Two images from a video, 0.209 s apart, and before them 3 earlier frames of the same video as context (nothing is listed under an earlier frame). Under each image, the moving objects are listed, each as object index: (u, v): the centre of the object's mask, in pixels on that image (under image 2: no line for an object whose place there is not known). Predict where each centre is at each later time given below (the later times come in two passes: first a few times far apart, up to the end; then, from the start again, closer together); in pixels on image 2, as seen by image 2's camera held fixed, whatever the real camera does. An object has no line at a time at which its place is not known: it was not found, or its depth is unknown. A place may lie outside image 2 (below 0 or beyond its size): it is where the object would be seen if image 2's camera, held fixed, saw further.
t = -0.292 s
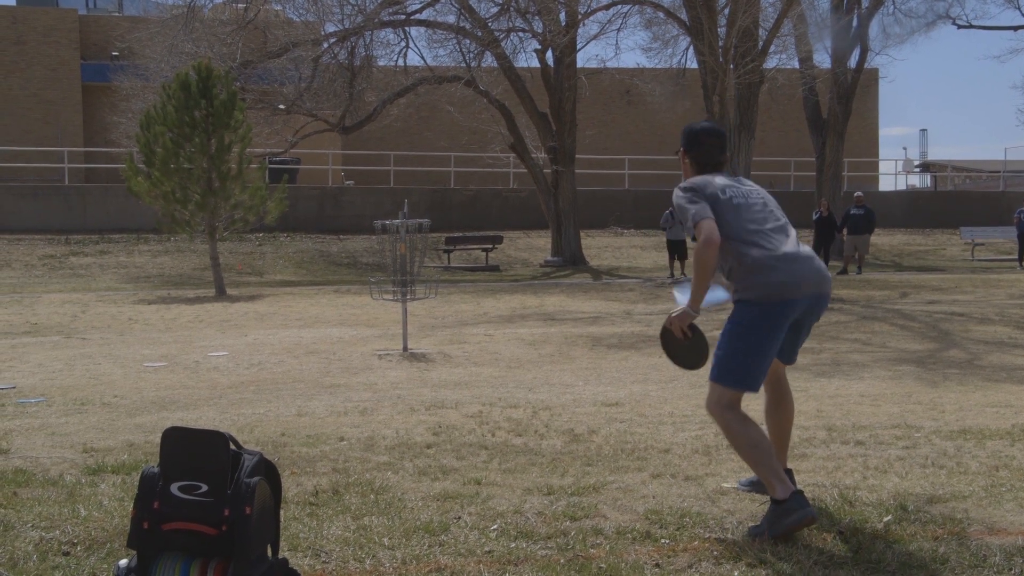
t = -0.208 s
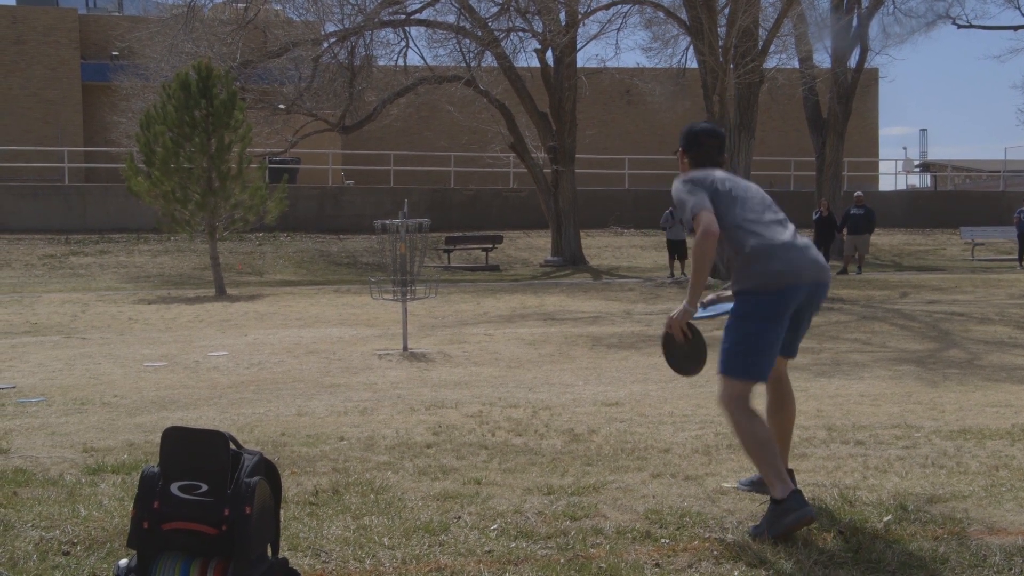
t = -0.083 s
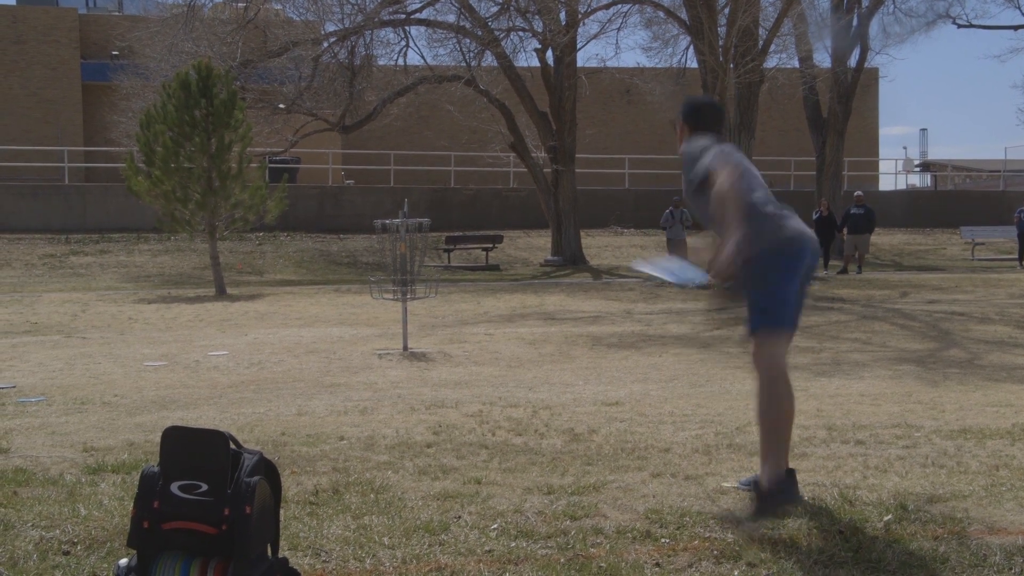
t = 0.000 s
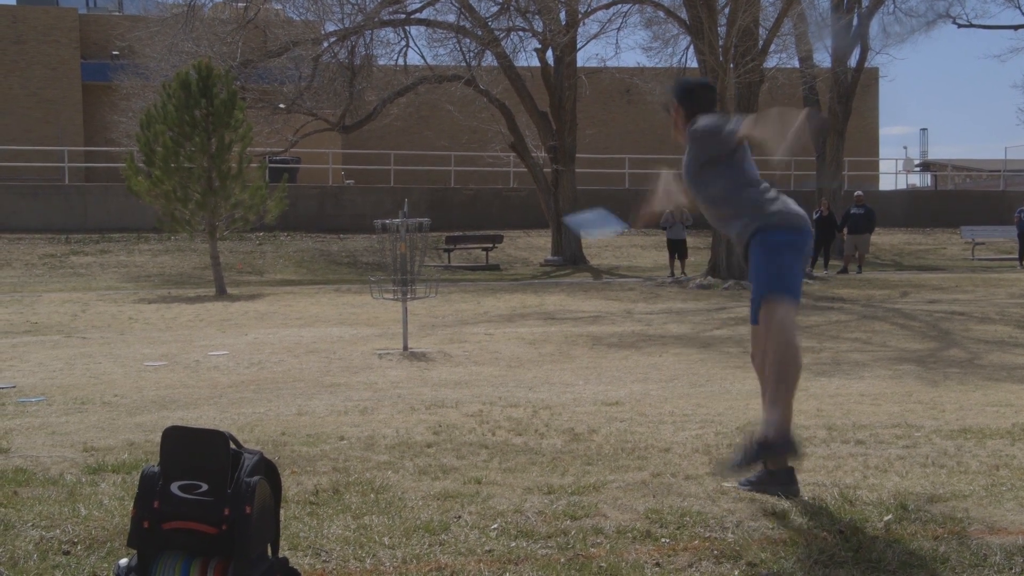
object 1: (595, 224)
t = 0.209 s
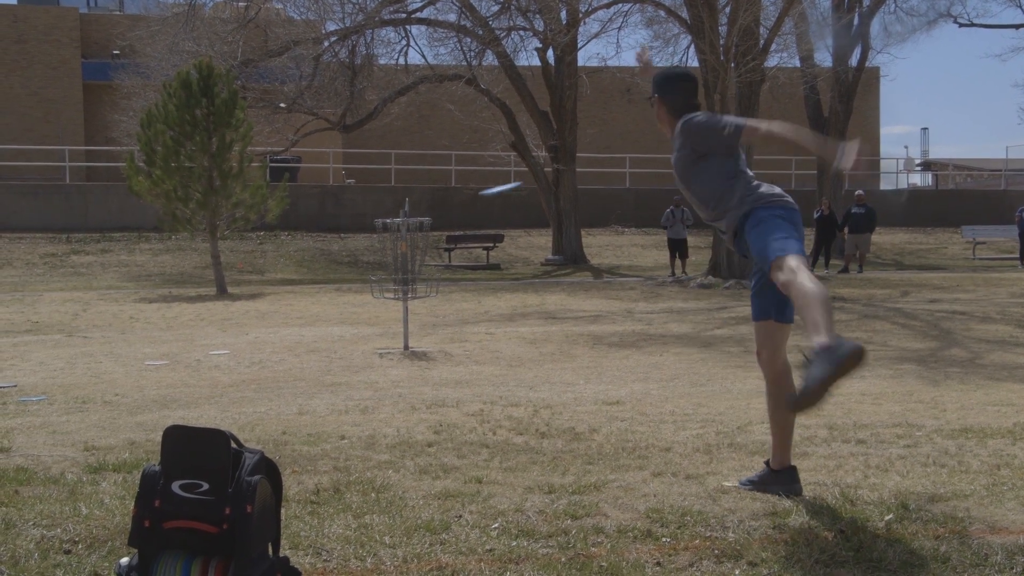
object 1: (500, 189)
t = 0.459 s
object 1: (436, 230)
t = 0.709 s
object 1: (387, 281)
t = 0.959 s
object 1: (388, 350)
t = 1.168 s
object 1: (365, 354)
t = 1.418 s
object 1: (334, 357)
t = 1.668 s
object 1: (299, 360)
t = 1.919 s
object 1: (259, 364)
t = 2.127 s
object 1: (231, 365)
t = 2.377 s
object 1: (221, 365)
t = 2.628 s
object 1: (240, 367)
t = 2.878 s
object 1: (242, 364)
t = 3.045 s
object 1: (236, 371)
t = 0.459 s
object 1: (436, 230)
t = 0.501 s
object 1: (427, 239)
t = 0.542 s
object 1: (419, 247)
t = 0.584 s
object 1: (410, 257)
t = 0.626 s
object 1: (403, 264)
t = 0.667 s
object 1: (395, 273)
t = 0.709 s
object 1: (387, 281)
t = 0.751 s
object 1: (385, 289)
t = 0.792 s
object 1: (387, 297)
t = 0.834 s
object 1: (387, 309)
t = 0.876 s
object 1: (388, 322)
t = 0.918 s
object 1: (389, 338)
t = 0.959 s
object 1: (388, 350)
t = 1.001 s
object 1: (383, 346)
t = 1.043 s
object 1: (378, 345)
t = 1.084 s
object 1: (374, 346)
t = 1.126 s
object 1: (370, 349)
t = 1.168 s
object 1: (365, 354)
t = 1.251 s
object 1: (355, 354)
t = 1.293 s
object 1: (350, 354)
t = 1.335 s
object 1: (344, 354)
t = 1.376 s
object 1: (339, 356)
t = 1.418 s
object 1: (334, 357)
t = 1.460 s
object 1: (328, 358)
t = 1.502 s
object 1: (323, 359)
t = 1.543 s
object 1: (317, 360)
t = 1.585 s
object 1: (311, 360)
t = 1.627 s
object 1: (305, 360)
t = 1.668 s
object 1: (299, 360)
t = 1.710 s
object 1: (293, 361)
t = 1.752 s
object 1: (286, 362)
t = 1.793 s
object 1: (280, 364)
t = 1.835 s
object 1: (273, 365)
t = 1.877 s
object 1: (266, 365)
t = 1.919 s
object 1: (259, 364)
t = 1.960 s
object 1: (253, 363)
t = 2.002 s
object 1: (247, 363)
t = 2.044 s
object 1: (242, 363)
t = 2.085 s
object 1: (236, 364)
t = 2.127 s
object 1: (231, 365)
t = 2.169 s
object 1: (227, 367)
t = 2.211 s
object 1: (222, 367)
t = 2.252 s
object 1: (221, 368)
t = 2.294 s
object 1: (220, 366)
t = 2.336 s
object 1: (221, 364)
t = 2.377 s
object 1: (221, 365)
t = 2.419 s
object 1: (224, 364)
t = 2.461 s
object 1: (226, 365)
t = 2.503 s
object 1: (230, 364)
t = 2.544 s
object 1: (232, 366)
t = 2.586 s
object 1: (237, 366)
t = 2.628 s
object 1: (240, 367)
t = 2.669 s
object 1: (246, 366)
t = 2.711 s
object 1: (246, 364)
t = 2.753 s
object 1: (245, 363)
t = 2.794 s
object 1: (245, 363)
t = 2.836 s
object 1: (244, 363)
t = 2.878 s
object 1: (242, 364)
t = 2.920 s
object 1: (240, 366)
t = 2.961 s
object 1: (238, 368)
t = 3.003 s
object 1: (237, 371)
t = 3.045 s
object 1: (236, 371)
